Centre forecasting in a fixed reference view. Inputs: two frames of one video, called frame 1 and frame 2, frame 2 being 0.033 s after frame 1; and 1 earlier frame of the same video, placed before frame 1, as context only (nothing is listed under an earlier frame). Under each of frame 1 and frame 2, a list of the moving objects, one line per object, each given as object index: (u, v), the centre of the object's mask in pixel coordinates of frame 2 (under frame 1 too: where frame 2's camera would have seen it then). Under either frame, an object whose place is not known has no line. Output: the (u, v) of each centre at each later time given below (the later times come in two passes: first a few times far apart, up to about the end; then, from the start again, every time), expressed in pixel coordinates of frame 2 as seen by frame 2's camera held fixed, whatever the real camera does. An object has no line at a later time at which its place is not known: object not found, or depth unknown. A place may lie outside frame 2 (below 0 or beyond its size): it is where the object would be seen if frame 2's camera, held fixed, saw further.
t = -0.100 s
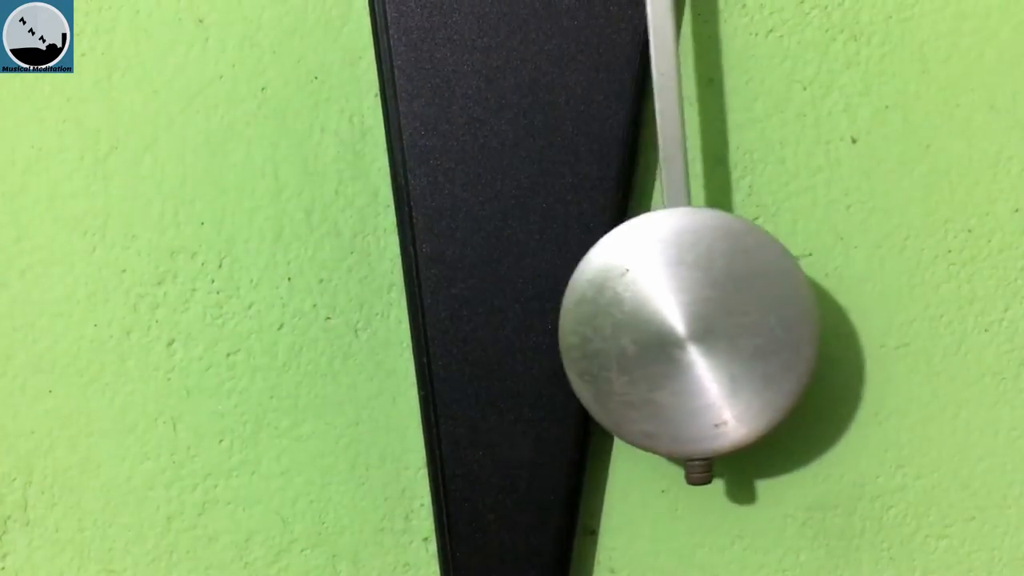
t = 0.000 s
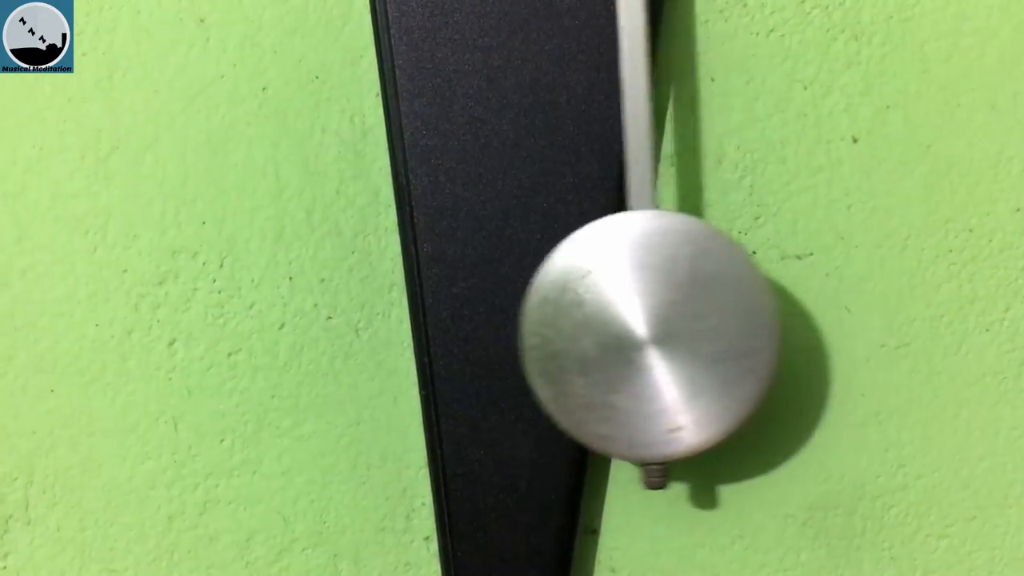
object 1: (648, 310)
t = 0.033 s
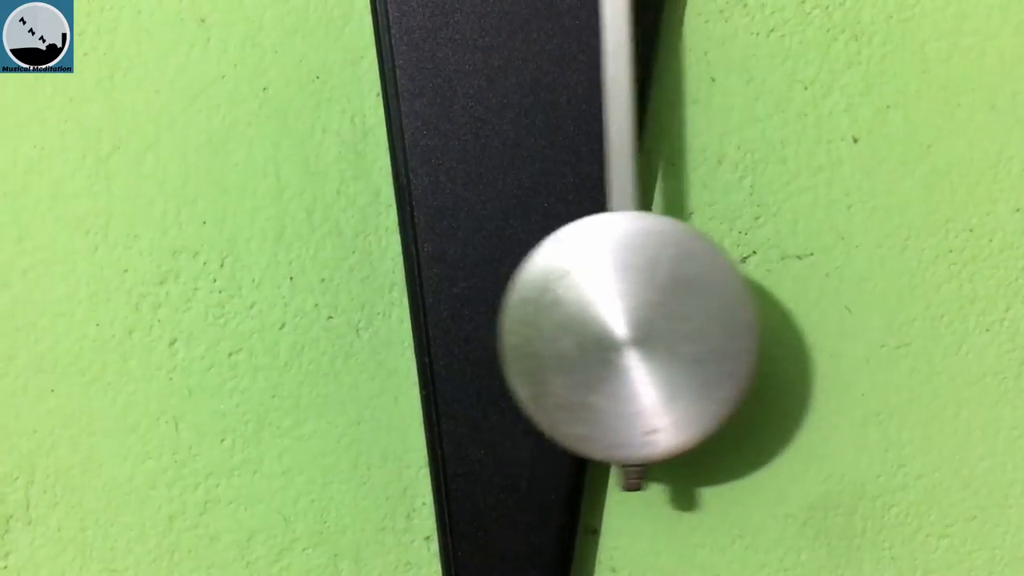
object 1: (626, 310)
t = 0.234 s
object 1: (470, 311)
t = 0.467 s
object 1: (380, 311)
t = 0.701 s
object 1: (513, 309)
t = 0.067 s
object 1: (602, 311)
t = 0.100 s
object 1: (576, 311)
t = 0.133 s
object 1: (549, 311)
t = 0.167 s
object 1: (523, 311)
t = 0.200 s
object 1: (496, 311)
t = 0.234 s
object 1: (470, 311)
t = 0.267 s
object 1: (445, 310)
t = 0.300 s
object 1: (424, 309)
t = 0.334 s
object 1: (405, 309)
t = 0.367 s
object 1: (390, 311)
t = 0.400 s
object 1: (381, 311)
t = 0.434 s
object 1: (378, 311)
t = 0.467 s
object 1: (380, 311)
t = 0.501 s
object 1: (388, 311)
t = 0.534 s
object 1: (400, 310)
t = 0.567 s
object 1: (417, 310)
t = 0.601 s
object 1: (438, 309)
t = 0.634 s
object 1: (461, 307)
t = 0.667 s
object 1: (487, 309)
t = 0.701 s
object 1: (513, 309)
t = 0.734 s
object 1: (539, 310)
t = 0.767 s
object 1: (566, 310)
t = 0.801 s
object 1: (592, 310)
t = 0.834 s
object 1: (617, 311)
